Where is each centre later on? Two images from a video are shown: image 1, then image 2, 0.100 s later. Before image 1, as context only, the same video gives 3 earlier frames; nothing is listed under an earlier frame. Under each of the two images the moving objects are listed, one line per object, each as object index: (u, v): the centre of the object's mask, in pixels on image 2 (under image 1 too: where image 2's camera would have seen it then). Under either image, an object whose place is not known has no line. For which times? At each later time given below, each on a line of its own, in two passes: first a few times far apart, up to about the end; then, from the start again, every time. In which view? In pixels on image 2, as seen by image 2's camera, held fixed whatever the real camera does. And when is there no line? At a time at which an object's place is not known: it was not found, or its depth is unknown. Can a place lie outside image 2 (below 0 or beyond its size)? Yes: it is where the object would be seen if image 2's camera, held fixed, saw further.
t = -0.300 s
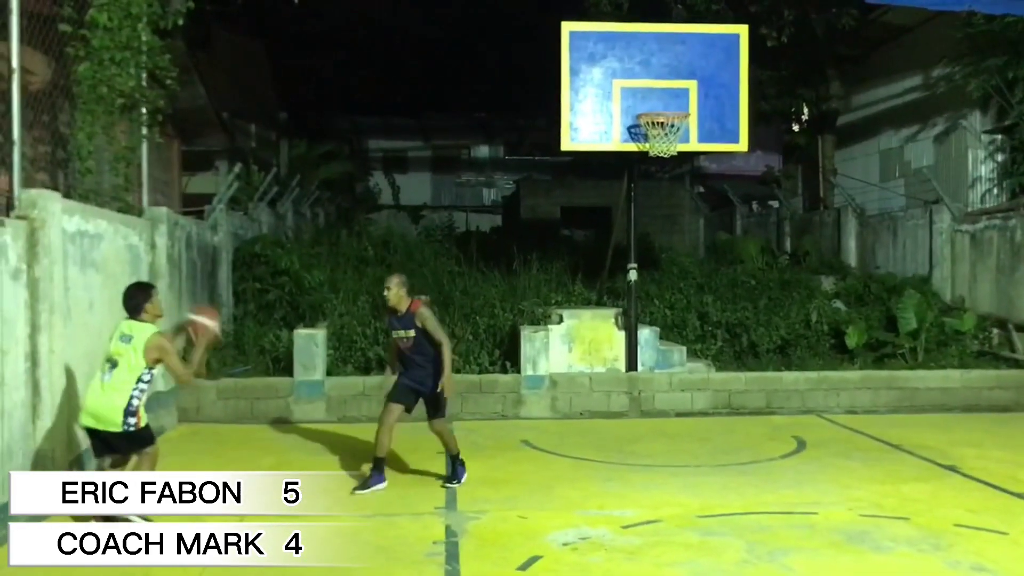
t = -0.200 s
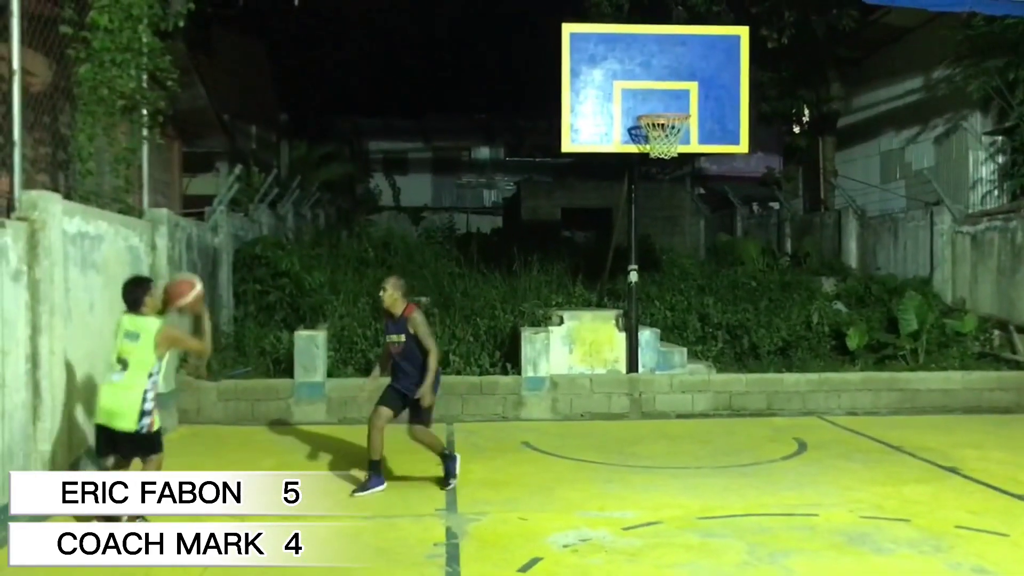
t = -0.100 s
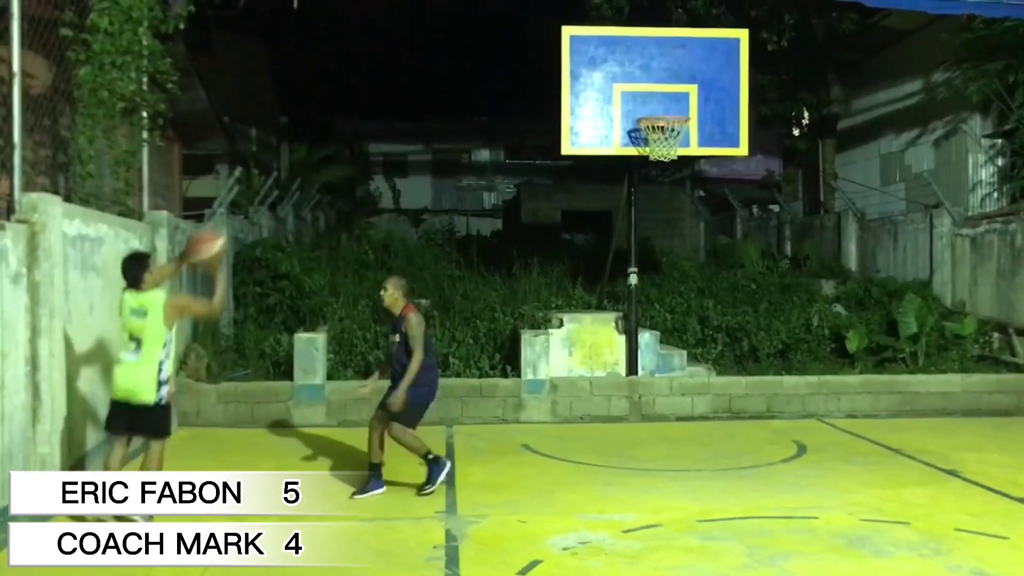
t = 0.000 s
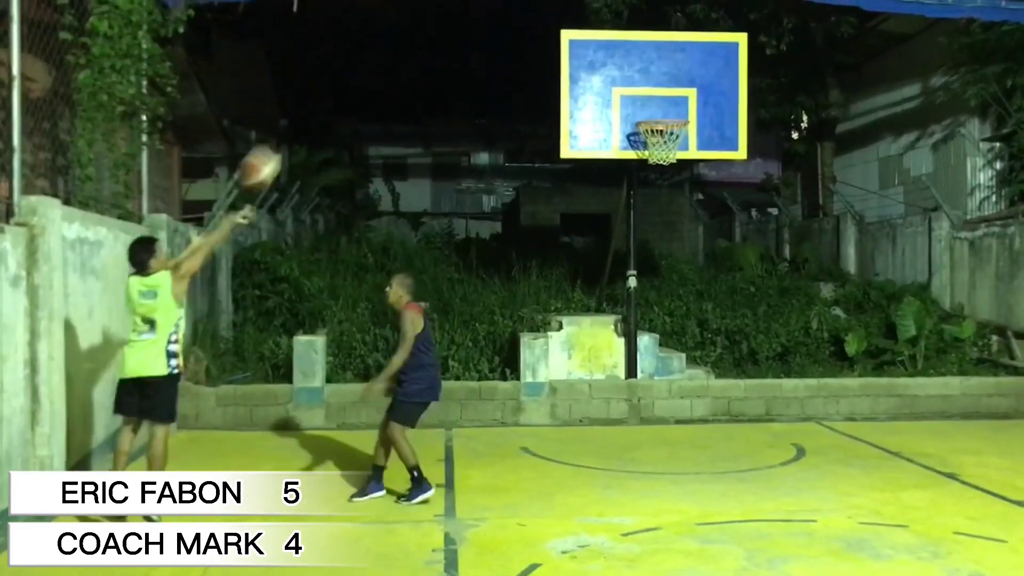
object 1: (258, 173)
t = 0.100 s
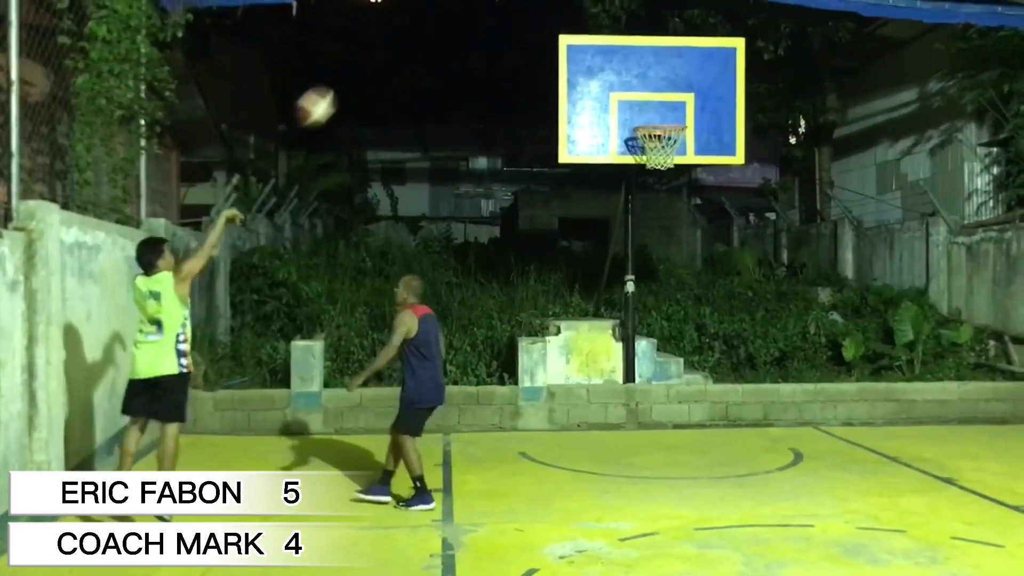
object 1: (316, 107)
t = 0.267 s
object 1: (401, 39)
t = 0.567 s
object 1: (525, 19)
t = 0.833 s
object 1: (610, 81)
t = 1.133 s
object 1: (676, 103)
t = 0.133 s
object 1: (334, 89)
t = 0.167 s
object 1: (352, 74)
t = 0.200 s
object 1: (369, 61)
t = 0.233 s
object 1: (385, 49)
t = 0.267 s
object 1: (401, 39)
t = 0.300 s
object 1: (417, 31)
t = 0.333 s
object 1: (432, 24)
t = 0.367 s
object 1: (446, 20)
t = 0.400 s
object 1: (460, 16)
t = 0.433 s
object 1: (474, 14)
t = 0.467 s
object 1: (487, 13)
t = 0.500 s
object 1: (500, 14)
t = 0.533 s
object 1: (513, 16)
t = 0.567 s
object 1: (525, 19)
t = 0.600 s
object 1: (538, 23)
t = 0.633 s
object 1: (548, 27)
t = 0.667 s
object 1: (560, 32)
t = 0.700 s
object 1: (571, 41)
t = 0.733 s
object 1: (583, 50)
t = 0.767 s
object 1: (593, 61)
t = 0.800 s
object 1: (600, 73)
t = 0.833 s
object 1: (610, 81)
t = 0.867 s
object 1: (619, 85)
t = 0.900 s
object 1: (623, 94)
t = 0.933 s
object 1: (634, 99)
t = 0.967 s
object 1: (642, 107)
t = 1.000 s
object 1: (649, 117)
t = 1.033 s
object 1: (656, 115)
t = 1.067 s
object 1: (662, 111)
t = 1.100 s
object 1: (669, 106)
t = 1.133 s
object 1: (676, 103)
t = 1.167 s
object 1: (683, 100)
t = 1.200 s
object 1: (690, 100)
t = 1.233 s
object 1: (697, 99)
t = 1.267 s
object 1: (704, 100)
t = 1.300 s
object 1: (711, 103)
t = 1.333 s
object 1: (718, 106)
